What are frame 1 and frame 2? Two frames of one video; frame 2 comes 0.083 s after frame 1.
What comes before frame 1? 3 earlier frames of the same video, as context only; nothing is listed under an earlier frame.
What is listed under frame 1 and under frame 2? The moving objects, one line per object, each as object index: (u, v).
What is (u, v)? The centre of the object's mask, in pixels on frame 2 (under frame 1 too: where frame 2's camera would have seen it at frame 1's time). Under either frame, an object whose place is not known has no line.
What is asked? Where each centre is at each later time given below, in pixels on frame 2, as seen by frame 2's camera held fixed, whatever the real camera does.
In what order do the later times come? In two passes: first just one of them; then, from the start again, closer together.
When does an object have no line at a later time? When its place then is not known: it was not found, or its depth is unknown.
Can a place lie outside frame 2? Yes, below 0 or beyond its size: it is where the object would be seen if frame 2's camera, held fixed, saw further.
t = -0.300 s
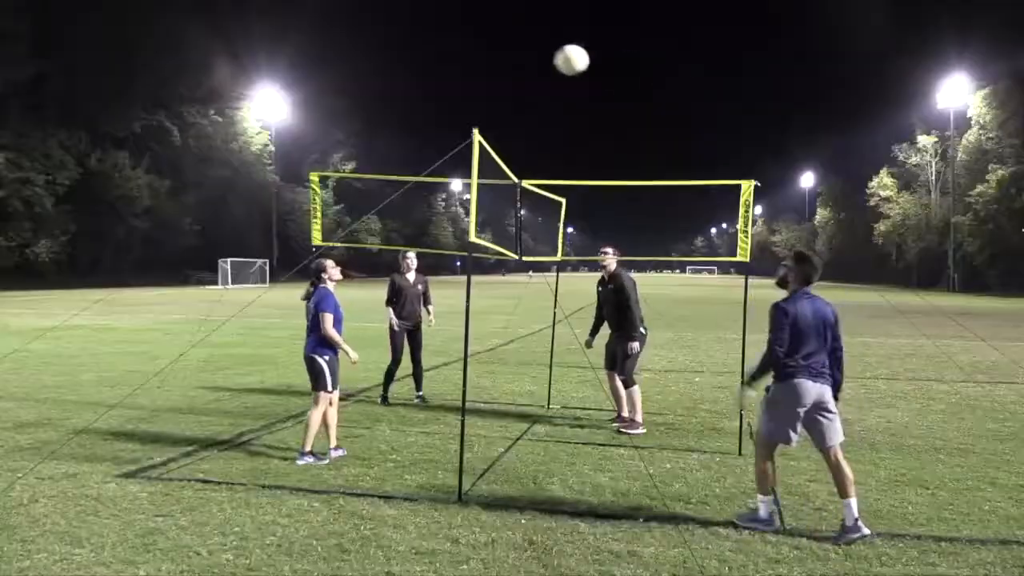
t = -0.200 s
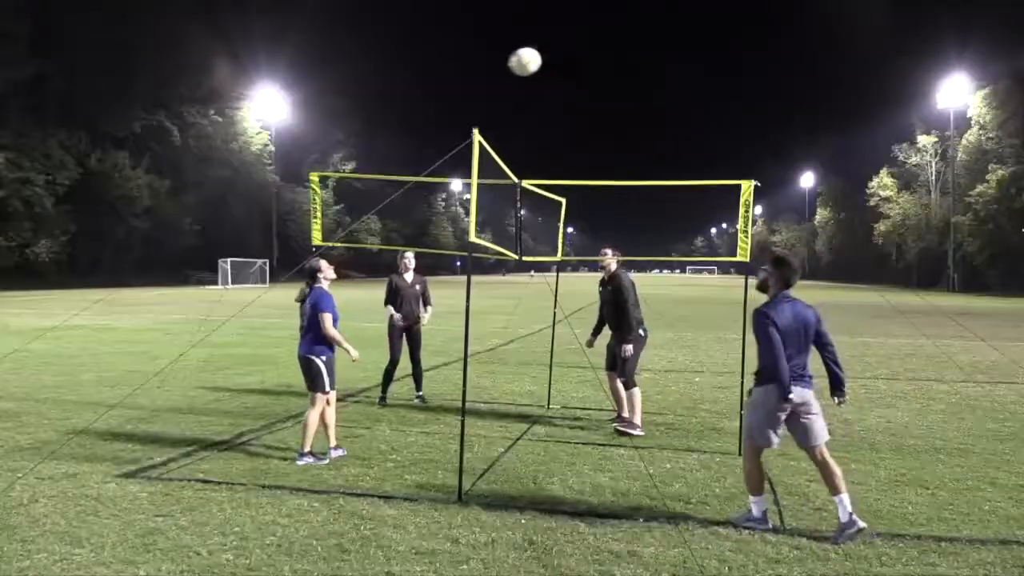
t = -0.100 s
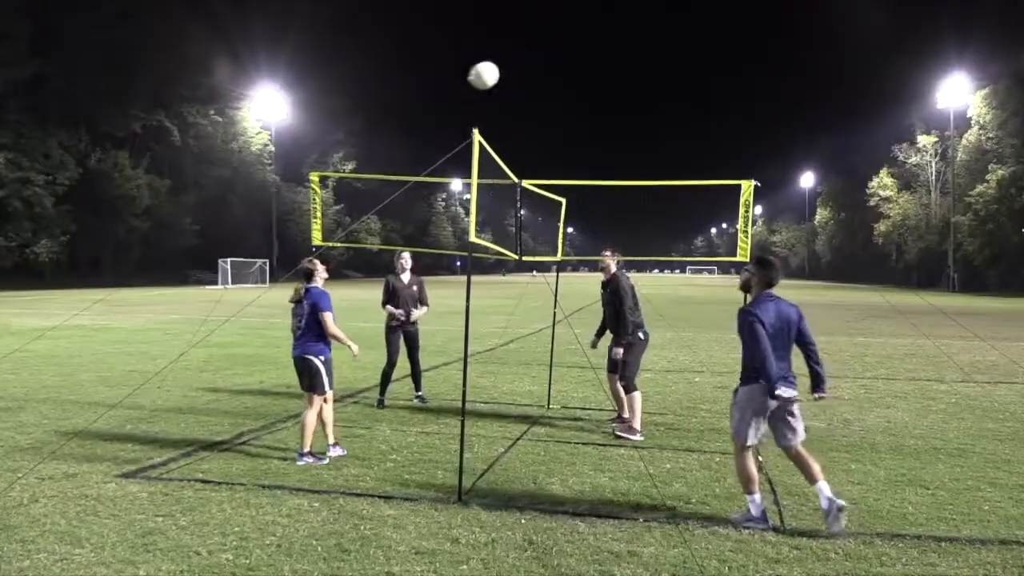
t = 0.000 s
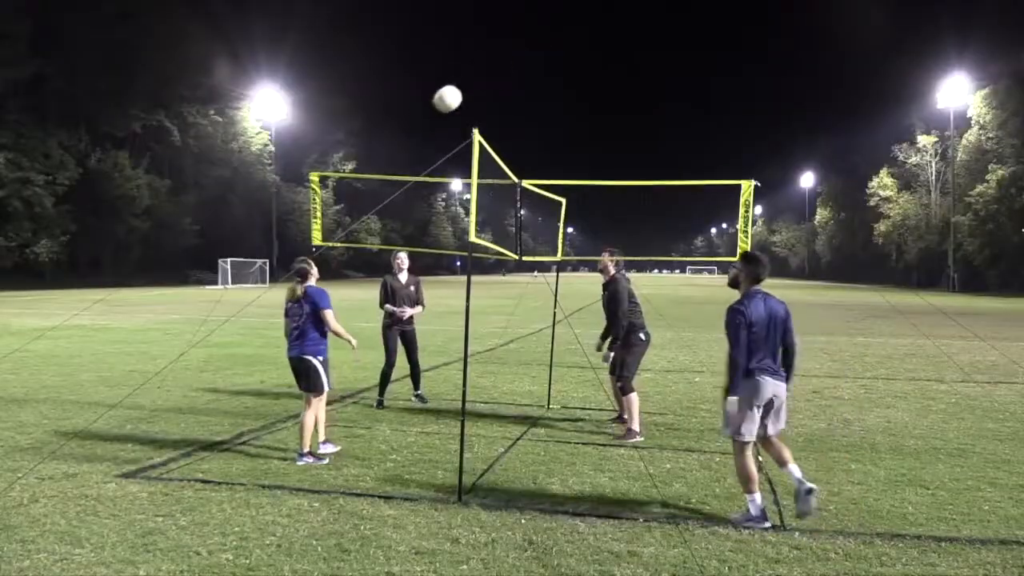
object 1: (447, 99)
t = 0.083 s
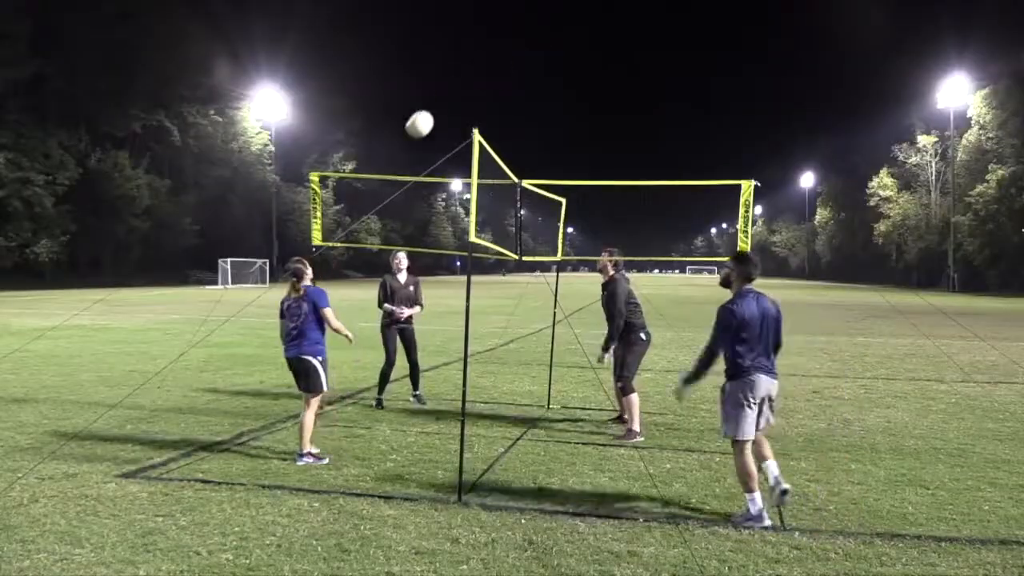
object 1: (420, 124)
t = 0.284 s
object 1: (364, 205)
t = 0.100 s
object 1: (414, 130)
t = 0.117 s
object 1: (409, 136)
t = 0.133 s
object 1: (404, 142)
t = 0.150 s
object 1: (399, 148)
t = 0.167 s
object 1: (395, 155)
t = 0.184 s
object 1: (390, 161)
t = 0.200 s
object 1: (386, 167)
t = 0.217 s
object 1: (381, 175)
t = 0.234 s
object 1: (377, 183)
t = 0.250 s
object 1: (372, 191)
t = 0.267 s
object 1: (368, 197)
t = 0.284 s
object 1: (364, 205)
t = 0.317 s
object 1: (356, 220)
